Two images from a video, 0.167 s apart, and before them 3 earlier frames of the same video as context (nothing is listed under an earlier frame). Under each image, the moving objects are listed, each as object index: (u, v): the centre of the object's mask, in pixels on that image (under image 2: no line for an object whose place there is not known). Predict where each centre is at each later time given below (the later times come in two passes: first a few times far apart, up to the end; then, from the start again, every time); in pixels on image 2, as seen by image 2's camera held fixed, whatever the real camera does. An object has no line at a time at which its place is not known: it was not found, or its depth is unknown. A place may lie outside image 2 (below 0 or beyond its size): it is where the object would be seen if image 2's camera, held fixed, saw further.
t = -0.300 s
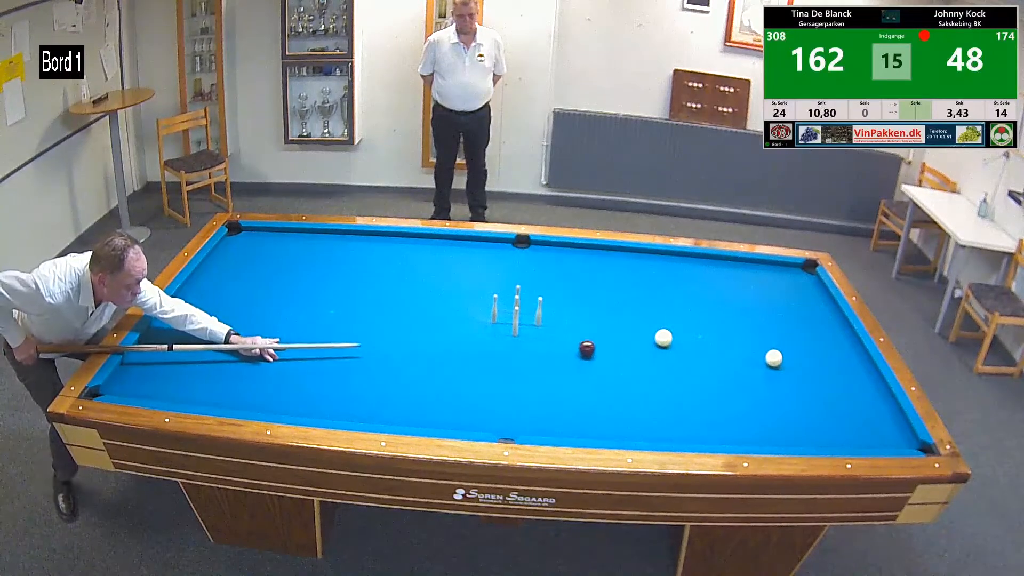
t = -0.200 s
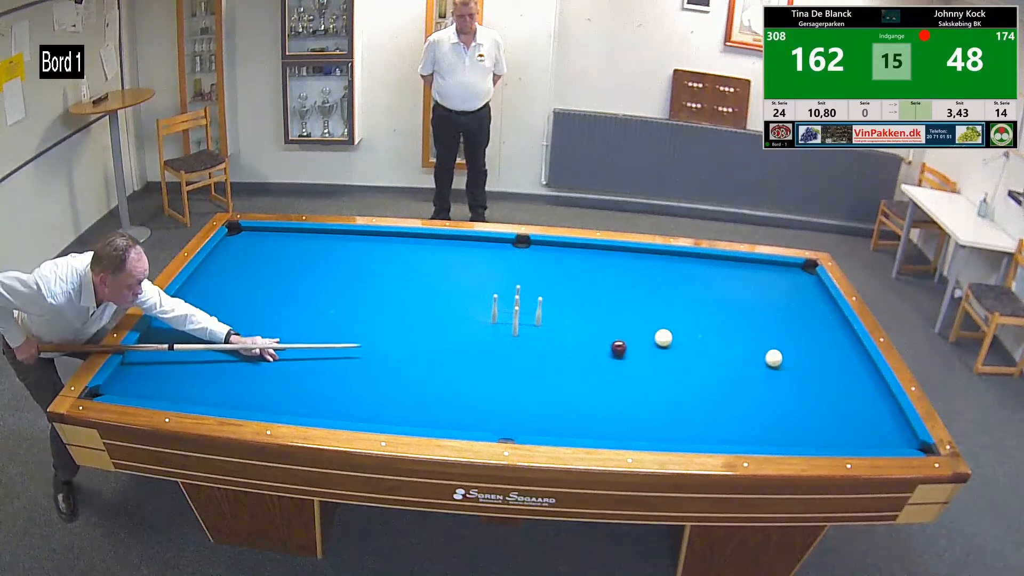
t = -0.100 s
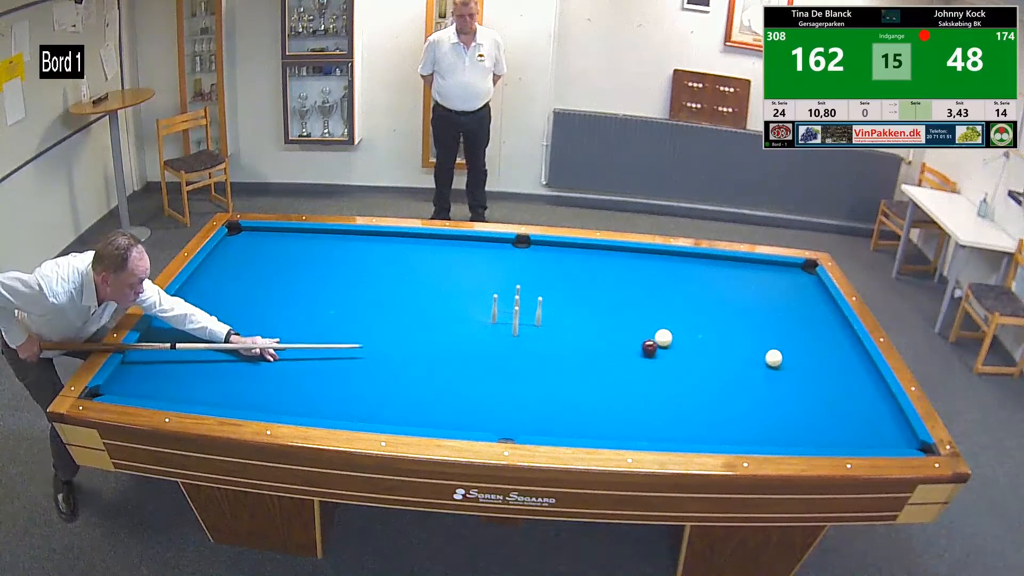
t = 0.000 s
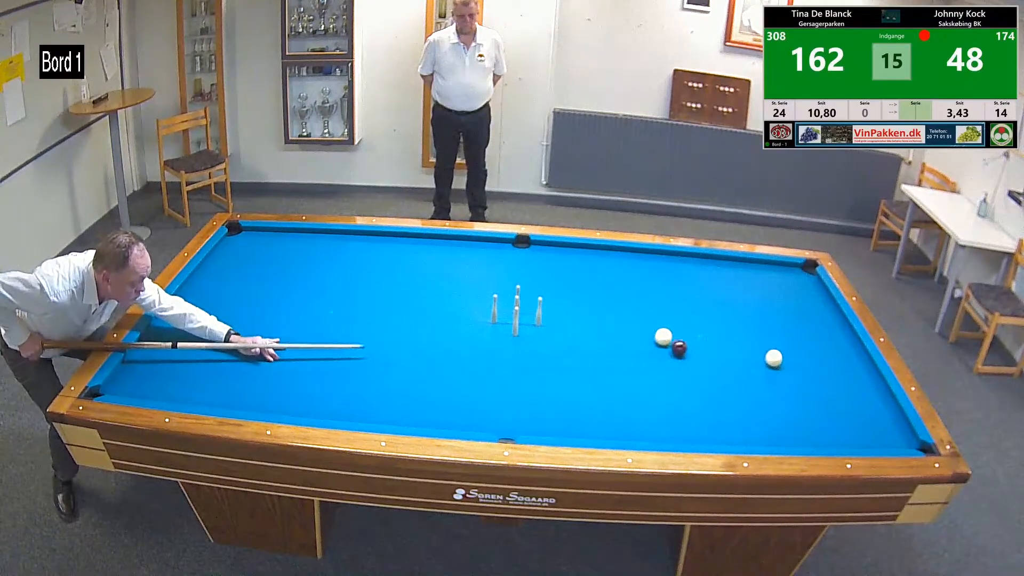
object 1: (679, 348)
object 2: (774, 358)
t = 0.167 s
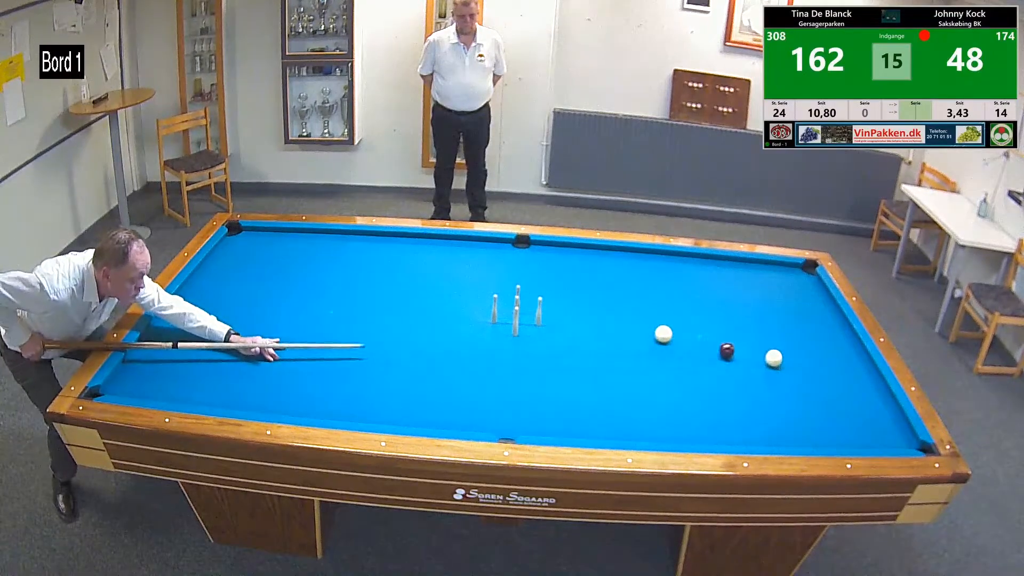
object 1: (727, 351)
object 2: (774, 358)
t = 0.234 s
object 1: (745, 352)
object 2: (774, 358)
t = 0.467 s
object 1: (779, 343)
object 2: (800, 369)
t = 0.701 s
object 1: (803, 333)
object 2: (828, 382)
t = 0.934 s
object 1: (826, 324)
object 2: (856, 394)
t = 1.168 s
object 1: (836, 315)
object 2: (883, 406)
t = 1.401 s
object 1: (815, 307)
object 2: (894, 415)
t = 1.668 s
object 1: (792, 297)
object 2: (885, 422)
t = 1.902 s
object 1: (773, 289)
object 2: (876, 428)
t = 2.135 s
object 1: (754, 281)
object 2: (869, 434)
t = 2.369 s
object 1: (736, 274)
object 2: (861, 439)
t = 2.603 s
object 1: (720, 267)
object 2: (853, 443)
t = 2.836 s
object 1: (703, 260)
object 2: (843, 440)
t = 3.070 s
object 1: (690, 257)
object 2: (835, 438)
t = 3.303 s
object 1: (681, 259)
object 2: (826, 435)
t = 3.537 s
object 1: (671, 260)
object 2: (819, 432)
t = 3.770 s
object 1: (662, 263)
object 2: (812, 429)
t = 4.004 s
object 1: (653, 265)
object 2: (806, 427)
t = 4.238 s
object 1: (645, 267)
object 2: (800, 424)
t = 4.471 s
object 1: (637, 269)
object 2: (795, 422)
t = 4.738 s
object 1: (628, 271)
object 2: (790, 420)
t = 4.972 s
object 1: (621, 273)
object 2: (787, 419)
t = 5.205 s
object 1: (614, 275)
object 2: (784, 418)
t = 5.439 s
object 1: (608, 276)
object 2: (782, 417)
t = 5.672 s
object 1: (602, 278)
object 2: (780, 416)
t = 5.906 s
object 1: (596, 279)
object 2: (780, 416)
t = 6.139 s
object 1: (591, 281)
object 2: (779, 415)
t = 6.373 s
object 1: (586, 282)
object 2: (780, 415)
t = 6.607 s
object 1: (582, 283)
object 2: (779, 415)
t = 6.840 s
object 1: (578, 284)
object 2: (780, 415)
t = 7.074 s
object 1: (574, 285)
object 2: (780, 415)
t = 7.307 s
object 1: (571, 286)
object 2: (780, 416)
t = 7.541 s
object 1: (569, 286)
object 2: (779, 415)
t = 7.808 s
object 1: (567, 287)
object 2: (780, 415)
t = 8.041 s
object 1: (566, 287)
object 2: (779, 415)
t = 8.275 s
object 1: (565, 287)
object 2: (780, 416)
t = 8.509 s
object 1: (565, 287)
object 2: (779, 415)
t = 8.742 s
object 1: (565, 287)
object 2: (780, 415)
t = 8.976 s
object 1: (565, 287)
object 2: (780, 415)
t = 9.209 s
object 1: (565, 287)
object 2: (779, 415)
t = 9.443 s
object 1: (565, 287)
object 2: (780, 415)
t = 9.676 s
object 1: (565, 288)
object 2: (780, 416)
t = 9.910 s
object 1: (565, 287)
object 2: (780, 416)
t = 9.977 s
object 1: (565, 287)
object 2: (780, 416)
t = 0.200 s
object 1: (736, 351)
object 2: (774, 358)
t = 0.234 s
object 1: (745, 352)
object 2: (774, 358)
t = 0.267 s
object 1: (754, 352)
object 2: (774, 358)
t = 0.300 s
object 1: (761, 352)
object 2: (776, 359)
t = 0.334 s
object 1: (763, 350)
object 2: (782, 361)
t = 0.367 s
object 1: (767, 348)
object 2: (787, 364)
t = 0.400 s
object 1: (771, 346)
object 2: (791, 366)
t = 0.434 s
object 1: (775, 345)
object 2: (796, 368)
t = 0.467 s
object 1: (779, 343)
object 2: (800, 369)
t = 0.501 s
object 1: (782, 342)
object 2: (804, 371)
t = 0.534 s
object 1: (786, 340)
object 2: (808, 373)
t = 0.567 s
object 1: (789, 339)
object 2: (812, 375)
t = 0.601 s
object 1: (793, 338)
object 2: (816, 376)
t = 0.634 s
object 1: (796, 336)
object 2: (820, 378)
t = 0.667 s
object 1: (800, 334)
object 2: (824, 380)
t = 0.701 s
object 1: (803, 333)
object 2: (828, 382)
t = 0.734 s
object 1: (807, 332)
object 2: (832, 383)
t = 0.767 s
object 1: (810, 331)
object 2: (836, 385)
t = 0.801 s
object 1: (813, 329)
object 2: (840, 387)
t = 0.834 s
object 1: (816, 328)
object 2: (844, 389)
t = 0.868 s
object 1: (820, 327)
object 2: (848, 390)
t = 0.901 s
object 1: (823, 325)
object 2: (852, 392)
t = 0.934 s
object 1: (826, 324)
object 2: (856, 394)
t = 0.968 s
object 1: (829, 323)
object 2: (860, 395)
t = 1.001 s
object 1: (831, 322)
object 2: (864, 397)
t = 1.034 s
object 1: (834, 321)
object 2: (868, 399)
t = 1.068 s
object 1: (838, 320)
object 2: (872, 400)
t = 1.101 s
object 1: (841, 319)
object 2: (876, 402)
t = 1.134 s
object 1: (839, 317)
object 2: (879, 404)
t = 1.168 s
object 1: (836, 315)
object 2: (883, 406)
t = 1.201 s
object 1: (832, 314)
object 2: (887, 407)
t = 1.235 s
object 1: (830, 313)
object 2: (891, 409)
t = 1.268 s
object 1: (827, 312)
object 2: (895, 411)
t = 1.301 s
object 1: (824, 311)
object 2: (897, 412)
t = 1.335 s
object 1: (820, 309)
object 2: (896, 413)
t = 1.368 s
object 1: (817, 308)
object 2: (895, 414)
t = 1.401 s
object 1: (815, 307)
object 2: (894, 415)
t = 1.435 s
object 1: (812, 305)
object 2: (892, 416)
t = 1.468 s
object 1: (809, 304)
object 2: (891, 417)
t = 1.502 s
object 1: (806, 303)
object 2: (890, 417)
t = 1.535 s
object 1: (803, 302)
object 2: (889, 418)
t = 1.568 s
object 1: (800, 300)
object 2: (888, 419)
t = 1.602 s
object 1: (797, 299)
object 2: (887, 420)
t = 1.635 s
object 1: (795, 298)
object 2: (886, 421)
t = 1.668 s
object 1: (792, 297)
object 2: (885, 422)
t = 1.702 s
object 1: (789, 296)
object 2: (883, 423)
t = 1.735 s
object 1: (786, 294)
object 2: (882, 423)
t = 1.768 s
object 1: (783, 293)
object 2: (881, 424)
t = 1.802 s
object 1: (781, 292)
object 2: (880, 425)
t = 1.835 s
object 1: (778, 291)
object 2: (879, 426)
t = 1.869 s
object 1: (775, 290)
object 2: (878, 427)
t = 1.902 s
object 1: (773, 289)
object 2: (876, 428)
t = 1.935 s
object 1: (770, 288)
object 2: (875, 429)
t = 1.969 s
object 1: (767, 286)
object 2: (874, 429)
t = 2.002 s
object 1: (765, 285)
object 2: (873, 430)
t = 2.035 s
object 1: (762, 284)
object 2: (872, 431)
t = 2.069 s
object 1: (759, 283)
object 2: (871, 432)
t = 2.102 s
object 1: (757, 282)
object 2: (870, 433)
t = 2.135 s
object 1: (754, 281)
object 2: (869, 434)
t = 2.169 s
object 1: (751, 280)
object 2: (868, 434)
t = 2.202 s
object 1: (749, 279)
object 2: (866, 435)
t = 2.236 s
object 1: (746, 278)
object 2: (865, 436)
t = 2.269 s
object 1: (744, 277)
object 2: (864, 437)
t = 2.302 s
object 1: (742, 276)
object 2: (863, 438)
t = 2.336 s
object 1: (739, 275)
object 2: (862, 438)
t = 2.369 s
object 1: (736, 274)
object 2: (861, 439)
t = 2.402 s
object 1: (734, 272)
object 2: (860, 440)
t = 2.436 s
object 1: (731, 271)
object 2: (859, 440)
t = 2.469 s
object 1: (729, 271)
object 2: (858, 441)
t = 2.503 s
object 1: (727, 270)
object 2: (857, 441)
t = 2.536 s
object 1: (724, 269)
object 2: (856, 441)
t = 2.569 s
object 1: (722, 268)
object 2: (855, 442)
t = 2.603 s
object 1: (720, 267)
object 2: (853, 443)
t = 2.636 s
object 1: (717, 265)
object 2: (852, 442)
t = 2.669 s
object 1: (715, 265)
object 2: (851, 442)
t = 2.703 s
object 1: (713, 264)
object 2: (849, 441)
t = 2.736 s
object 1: (710, 263)
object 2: (848, 441)
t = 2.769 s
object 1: (708, 262)
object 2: (846, 440)
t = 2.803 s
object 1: (705, 261)
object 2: (845, 440)
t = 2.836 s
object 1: (703, 260)
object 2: (843, 440)
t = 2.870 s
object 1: (701, 259)
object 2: (842, 439)
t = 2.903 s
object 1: (699, 258)
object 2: (841, 439)
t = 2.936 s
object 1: (696, 258)
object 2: (840, 439)
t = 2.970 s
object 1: (695, 257)
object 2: (838, 438)
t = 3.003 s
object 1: (692, 257)
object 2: (837, 438)
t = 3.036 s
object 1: (691, 257)
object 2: (836, 438)
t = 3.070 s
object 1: (690, 257)
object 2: (835, 438)
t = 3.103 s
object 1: (688, 257)
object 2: (833, 437)
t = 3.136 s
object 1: (687, 258)
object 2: (832, 437)
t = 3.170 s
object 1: (686, 258)
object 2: (831, 437)
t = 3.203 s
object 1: (685, 258)
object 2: (830, 436)
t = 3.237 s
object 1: (683, 258)
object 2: (829, 436)
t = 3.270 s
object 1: (682, 258)
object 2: (827, 435)
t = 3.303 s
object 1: (681, 259)
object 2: (826, 435)
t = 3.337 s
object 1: (680, 259)
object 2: (825, 435)
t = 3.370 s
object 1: (678, 259)
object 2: (824, 434)
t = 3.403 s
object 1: (677, 259)
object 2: (823, 434)
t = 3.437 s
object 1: (675, 260)
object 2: (822, 433)
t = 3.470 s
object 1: (674, 260)
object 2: (821, 433)
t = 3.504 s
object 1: (673, 260)
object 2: (820, 433)
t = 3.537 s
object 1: (671, 260)
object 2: (819, 432)
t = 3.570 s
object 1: (670, 261)
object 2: (818, 432)
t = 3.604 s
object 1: (669, 261)
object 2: (817, 431)
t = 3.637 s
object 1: (667, 262)
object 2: (816, 431)
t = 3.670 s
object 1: (666, 262)
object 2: (815, 431)
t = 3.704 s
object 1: (665, 262)
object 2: (814, 430)
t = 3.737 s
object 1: (663, 263)
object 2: (813, 430)
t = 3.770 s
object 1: (662, 263)
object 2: (812, 429)
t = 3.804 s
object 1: (661, 263)
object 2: (811, 429)
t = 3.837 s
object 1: (660, 264)
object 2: (810, 429)
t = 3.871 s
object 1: (658, 264)
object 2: (809, 428)
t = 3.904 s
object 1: (657, 264)
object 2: (808, 428)
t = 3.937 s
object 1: (656, 264)
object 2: (807, 427)
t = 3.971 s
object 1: (654, 264)
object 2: (806, 427)
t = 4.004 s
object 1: (653, 265)
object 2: (806, 427)
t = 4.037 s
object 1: (652, 265)
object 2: (805, 426)
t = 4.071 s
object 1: (651, 265)
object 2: (804, 426)
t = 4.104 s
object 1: (650, 266)
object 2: (803, 426)
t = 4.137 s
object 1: (648, 266)
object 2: (802, 425)
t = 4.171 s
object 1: (647, 266)
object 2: (802, 425)
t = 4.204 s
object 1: (646, 266)
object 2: (801, 425)
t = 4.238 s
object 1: (645, 267)
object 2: (800, 424)
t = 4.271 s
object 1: (643, 267)
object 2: (799, 424)
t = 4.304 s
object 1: (642, 268)
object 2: (799, 424)
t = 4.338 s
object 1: (641, 268)
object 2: (798, 423)
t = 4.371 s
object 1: (640, 268)
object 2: (797, 423)
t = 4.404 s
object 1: (639, 268)
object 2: (796, 423)
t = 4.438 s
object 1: (638, 269)
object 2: (796, 423)
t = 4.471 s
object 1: (637, 269)
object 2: (795, 422)
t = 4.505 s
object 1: (636, 269)
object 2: (795, 422)
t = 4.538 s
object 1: (635, 269)
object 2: (794, 422)
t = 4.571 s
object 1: (633, 270)
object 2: (793, 422)
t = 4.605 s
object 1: (632, 270)
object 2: (793, 421)
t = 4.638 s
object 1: (631, 270)
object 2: (792, 421)
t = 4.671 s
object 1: (630, 271)
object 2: (791, 421)
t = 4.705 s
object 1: (629, 271)
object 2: (791, 421)
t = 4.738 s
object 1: (628, 271)
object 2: (790, 420)
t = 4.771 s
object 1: (627, 272)
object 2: (790, 420)
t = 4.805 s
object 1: (626, 272)
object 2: (789, 420)
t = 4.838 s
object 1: (625, 272)
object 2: (789, 420)
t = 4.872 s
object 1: (624, 272)
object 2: (788, 419)
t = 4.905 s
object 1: (623, 272)
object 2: (788, 419)
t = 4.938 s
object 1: (622, 273)
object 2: (787, 419)
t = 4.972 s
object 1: (621, 273)
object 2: (787, 419)
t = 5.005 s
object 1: (620, 273)
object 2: (786, 419)
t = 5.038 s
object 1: (619, 273)
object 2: (786, 419)
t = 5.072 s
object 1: (618, 274)
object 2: (786, 418)
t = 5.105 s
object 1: (617, 274)
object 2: (785, 418)
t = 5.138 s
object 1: (616, 274)
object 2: (785, 418)
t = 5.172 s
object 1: (615, 274)
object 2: (784, 418)
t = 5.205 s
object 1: (614, 275)
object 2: (784, 418)
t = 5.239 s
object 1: (613, 275)
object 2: (784, 418)
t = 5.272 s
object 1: (612, 275)
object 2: (783, 417)
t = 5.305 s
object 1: (611, 275)
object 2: (783, 417)
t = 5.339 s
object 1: (611, 276)
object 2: (783, 417)
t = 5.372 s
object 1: (610, 276)
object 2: (783, 417)
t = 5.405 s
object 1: (609, 276)
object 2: (782, 417)
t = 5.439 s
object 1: (608, 276)
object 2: (782, 417)
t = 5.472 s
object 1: (607, 277)
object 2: (782, 416)
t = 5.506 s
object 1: (606, 277)
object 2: (781, 416)
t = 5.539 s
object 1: (605, 277)
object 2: (781, 416)
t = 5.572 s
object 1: (604, 277)
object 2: (781, 416)
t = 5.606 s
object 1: (603, 277)
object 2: (781, 416)
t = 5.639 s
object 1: (602, 278)
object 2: (781, 416)
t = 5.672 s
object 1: (602, 278)
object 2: (780, 416)
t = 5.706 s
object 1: (601, 278)
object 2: (780, 416)
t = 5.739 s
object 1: (600, 278)
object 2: (780, 416)
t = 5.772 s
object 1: (599, 279)
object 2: (780, 416)
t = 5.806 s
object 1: (599, 279)
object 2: (780, 416)
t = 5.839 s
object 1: (597, 279)
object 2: (780, 415)
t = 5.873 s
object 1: (597, 279)
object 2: (780, 415)
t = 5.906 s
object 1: (596, 279)
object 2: (780, 416)
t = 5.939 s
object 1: (595, 280)
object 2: (780, 415)
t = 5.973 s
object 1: (594, 280)
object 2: (780, 415)
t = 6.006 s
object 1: (594, 280)
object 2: (780, 415)
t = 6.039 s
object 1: (593, 280)
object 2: (780, 415)
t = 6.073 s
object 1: (592, 280)
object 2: (779, 415)
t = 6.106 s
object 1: (591, 280)
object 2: (779, 415)
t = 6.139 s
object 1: (591, 281)
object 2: (779, 415)
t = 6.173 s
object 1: (590, 281)
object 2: (779, 415)
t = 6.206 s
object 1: (589, 281)
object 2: (779, 415)
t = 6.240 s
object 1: (589, 281)
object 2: (779, 415)
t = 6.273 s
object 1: (588, 281)
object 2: (780, 415)
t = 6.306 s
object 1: (587, 282)
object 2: (780, 415)
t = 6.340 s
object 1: (587, 282)
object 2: (780, 415)
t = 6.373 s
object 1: (586, 282)
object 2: (780, 415)
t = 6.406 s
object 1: (585, 282)
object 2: (780, 415)
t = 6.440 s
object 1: (585, 282)
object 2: (780, 415)
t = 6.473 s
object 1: (584, 282)
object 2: (780, 415)
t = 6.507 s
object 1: (583, 282)
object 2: (780, 415)
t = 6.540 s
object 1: (583, 283)
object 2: (780, 415)
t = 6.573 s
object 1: (582, 283)
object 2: (780, 415)
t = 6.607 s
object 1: (582, 283)
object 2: (779, 415)
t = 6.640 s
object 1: (581, 283)
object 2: (780, 415)
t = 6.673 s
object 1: (581, 283)
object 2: (780, 415)
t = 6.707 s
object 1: (580, 283)
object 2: (780, 416)
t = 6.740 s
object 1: (580, 283)
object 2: (780, 415)
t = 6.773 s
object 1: (579, 284)
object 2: (780, 416)
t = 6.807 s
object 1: (578, 284)
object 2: (780, 415)
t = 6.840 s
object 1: (578, 284)
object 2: (780, 415)
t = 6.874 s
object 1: (577, 284)
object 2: (780, 416)
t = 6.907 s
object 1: (577, 284)
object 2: (780, 415)
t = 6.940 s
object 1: (576, 284)
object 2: (780, 415)
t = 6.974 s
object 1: (576, 284)
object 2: (780, 416)
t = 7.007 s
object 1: (576, 284)
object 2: (780, 415)
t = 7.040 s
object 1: (575, 284)
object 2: (780, 415)
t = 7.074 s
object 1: (574, 285)
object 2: (780, 415)
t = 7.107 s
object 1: (574, 285)
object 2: (779, 415)
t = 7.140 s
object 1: (574, 285)
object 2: (779, 416)
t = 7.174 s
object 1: (573, 285)
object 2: (780, 416)
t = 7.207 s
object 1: (573, 285)
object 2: (780, 415)
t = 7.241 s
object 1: (572, 285)
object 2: (780, 415)
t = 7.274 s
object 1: (572, 286)
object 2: (780, 416)
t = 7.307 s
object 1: (571, 286)
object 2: (780, 416)
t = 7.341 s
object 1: (571, 286)
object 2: (780, 416)
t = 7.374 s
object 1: (571, 286)
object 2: (780, 416)
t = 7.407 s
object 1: (570, 286)
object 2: (780, 415)
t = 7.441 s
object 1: (570, 286)
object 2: (780, 415)
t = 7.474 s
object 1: (570, 286)
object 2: (780, 415)
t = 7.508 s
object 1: (570, 286)
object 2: (780, 415)
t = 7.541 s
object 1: (569, 286)
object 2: (779, 415)
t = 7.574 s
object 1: (569, 286)
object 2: (780, 415)
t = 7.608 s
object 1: (569, 287)
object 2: (780, 415)
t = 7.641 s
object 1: (568, 287)
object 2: (780, 415)
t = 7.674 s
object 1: (568, 287)
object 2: (780, 415)
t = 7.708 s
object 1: (568, 287)
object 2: (780, 415)
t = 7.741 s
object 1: (568, 287)
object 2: (780, 415)
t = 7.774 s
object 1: (567, 287)
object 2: (780, 415)
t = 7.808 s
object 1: (567, 287)
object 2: (780, 415)
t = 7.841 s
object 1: (567, 287)
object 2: (780, 415)
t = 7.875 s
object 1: (567, 287)
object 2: (780, 415)
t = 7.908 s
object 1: (566, 287)
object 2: (780, 415)
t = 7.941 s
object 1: (566, 287)
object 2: (780, 415)
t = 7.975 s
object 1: (566, 287)
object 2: (779, 415)
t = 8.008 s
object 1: (566, 287)
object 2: (780, 415)
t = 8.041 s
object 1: (566, 287)
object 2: (779, 415)
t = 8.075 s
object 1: (566, 287)
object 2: (779, 415)
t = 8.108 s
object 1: (565, 287)
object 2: (779, 416)
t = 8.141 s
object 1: (565, 287)
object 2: (779, 415)
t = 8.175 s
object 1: (565, 287)
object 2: (779, 416)
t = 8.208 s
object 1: (565, 287)
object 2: (779, 415)
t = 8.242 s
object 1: (565, 287)
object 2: (779, 416)
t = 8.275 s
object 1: (565, 287)
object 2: (780, 416)
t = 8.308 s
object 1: (565, 288)
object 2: (779, 415)
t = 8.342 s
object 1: (565, 287)
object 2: (780, 415)
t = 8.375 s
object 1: (565, 287)
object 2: (779, 415)
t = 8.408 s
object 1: (565, 287)
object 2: (779, 415)
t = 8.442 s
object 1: (565, 287)
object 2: (779, 415)
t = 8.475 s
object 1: (565, 287)
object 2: (779, 416)
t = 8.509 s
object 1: (565, 287)
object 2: (779, 415)
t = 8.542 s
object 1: (565, 287)
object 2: (779, 416)
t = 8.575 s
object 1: (565, 287)
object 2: (779, 415)
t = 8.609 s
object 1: (565, 287)
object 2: (779, 416)
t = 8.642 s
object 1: (565, 287)
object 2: (779, 415)
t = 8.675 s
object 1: (565, 287)
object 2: (780, 415)
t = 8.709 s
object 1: (565, 287)
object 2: (779, 415)
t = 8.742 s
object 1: (565, 287)
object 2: (780, 415)
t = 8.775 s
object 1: (565, 287)
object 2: (779, 415)
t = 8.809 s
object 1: (565, 287)
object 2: (779, 415)
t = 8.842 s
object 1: (565, 287)
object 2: (779, 415)
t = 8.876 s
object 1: (565, 287)
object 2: (780, 415)
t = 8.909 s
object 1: (565, 287)
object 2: (780, 415)
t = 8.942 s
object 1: (565, 287)
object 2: (779, 415)
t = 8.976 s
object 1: (565, 287)
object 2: (780, 415)
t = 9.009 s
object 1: (565, 287)
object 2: (779, 416)
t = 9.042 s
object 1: (565, 288)
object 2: (779, 416)
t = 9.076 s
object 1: (565, 287)
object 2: (780, 415)
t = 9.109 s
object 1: (565, 288)
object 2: (779, 415)
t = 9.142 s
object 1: (565, 287)
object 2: (780, 415)
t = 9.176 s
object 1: (565, 287)
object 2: (779, 415)
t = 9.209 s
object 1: (565, 287)
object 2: (779, 415)
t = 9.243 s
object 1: (565, 288)
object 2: (780, 415)
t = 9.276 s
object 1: (565, 287)
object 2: (780, 416)
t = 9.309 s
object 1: (565, 288)
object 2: (779, 416)
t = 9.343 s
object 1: (565, 288)
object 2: (780, 415)
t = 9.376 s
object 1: (565, 288)
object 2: (779, 416)
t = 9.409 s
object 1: (565, 287)
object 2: (780, 416)
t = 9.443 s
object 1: (565, 287)
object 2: (780, 415)
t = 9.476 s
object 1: (565, 287)
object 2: (780, 415)
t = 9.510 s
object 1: (565, 288)
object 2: (780, 416)
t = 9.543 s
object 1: (565, 287)
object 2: (780, 416)
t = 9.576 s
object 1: (565, 288)
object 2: (780, 415)
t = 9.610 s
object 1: (565, 287)
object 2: (780, 415)
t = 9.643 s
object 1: (565, 288)
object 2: (780, 416)
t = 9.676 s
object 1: (565, 288)
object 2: (780, 416)
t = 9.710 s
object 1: (565, 288)
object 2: (780, 416)
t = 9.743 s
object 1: (565, 287)
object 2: (780, 415)
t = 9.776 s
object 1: (565, 287)
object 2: (780, 416)
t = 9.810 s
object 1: (565, 288)
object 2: (780, 415)
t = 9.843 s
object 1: (565, 287)
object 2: (780, 416)
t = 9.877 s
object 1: (565, 288)
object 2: (780, 416)
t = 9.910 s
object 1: (565, 287)
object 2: (780, 416)
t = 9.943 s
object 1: (565, 288)
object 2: (780, 416)
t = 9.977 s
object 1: (565, 287)
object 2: (780, 416)
